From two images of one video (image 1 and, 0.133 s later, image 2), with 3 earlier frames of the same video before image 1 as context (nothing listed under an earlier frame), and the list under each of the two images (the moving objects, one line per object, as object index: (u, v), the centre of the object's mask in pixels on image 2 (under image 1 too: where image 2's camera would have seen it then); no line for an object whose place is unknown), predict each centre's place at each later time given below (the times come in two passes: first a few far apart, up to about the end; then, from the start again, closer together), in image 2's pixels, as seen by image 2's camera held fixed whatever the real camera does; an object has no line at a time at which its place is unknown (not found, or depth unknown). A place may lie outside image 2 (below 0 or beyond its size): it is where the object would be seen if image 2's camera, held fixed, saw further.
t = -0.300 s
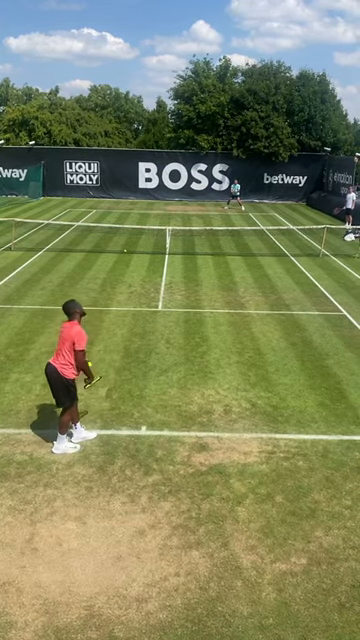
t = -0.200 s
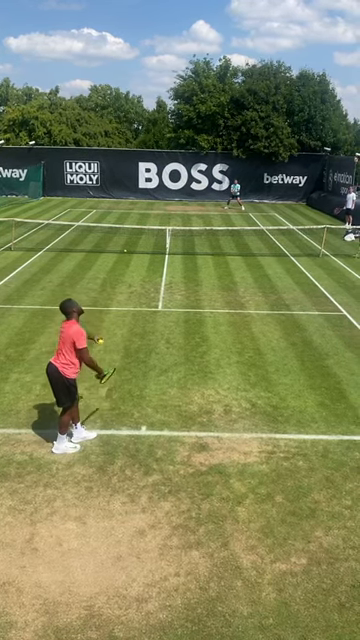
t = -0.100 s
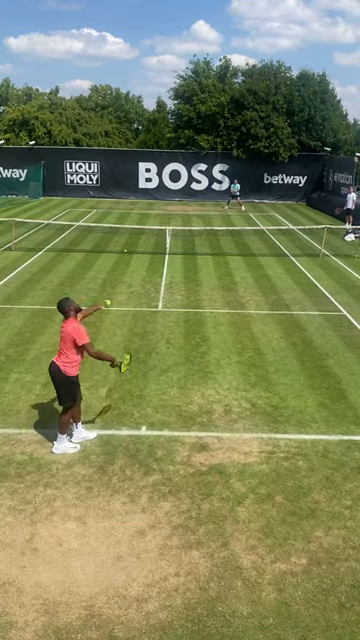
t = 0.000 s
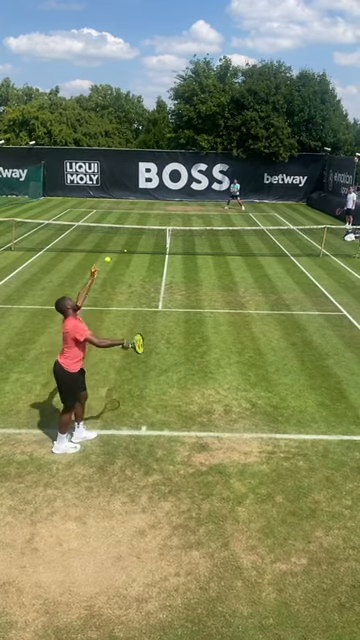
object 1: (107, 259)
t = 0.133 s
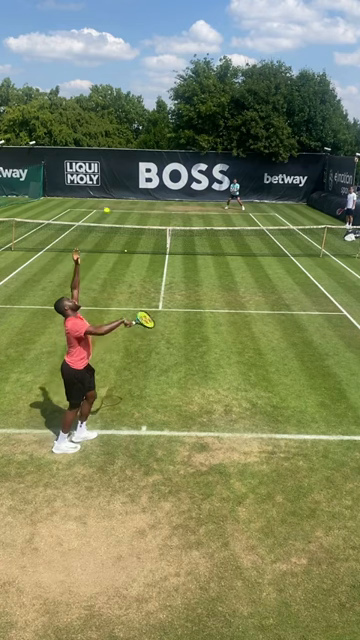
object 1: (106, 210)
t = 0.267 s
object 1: (106, 174)
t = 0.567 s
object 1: (108, 147)
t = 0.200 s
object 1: (106, 190)
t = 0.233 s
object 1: (106, 181)
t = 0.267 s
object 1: (106, 174)
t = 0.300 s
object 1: (106, 167)
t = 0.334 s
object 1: (106, 161)
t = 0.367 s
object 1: (106, 156)
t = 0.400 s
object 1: (106, 152)
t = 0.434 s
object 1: (107, 149)
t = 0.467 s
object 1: (107, 147)
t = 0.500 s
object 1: (107, 146)
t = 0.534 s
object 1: (107, 146)
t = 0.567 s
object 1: (108, 147)
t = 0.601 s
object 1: (108, 149)
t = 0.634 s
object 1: (108, 152)
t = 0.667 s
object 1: (109, 156)
